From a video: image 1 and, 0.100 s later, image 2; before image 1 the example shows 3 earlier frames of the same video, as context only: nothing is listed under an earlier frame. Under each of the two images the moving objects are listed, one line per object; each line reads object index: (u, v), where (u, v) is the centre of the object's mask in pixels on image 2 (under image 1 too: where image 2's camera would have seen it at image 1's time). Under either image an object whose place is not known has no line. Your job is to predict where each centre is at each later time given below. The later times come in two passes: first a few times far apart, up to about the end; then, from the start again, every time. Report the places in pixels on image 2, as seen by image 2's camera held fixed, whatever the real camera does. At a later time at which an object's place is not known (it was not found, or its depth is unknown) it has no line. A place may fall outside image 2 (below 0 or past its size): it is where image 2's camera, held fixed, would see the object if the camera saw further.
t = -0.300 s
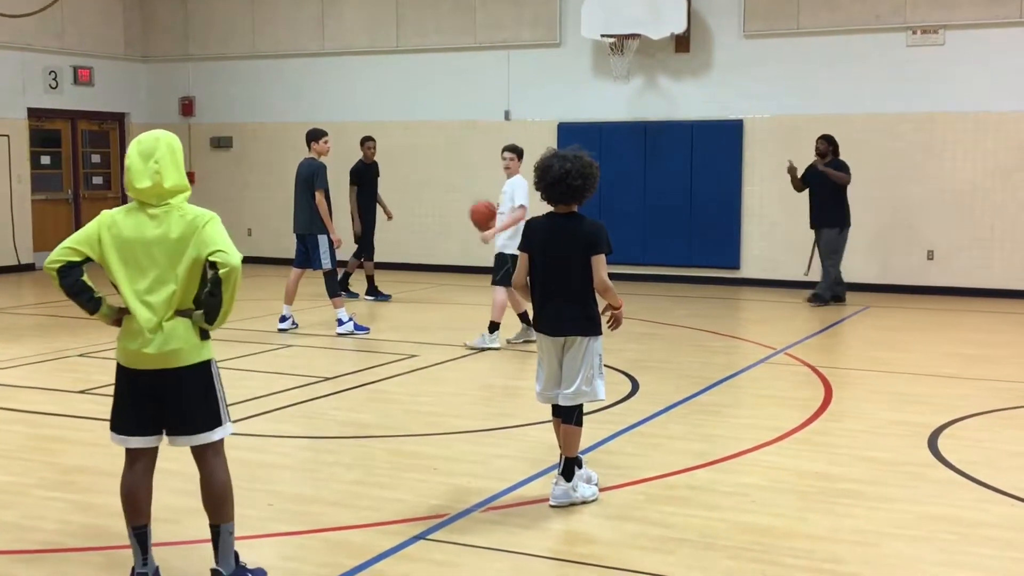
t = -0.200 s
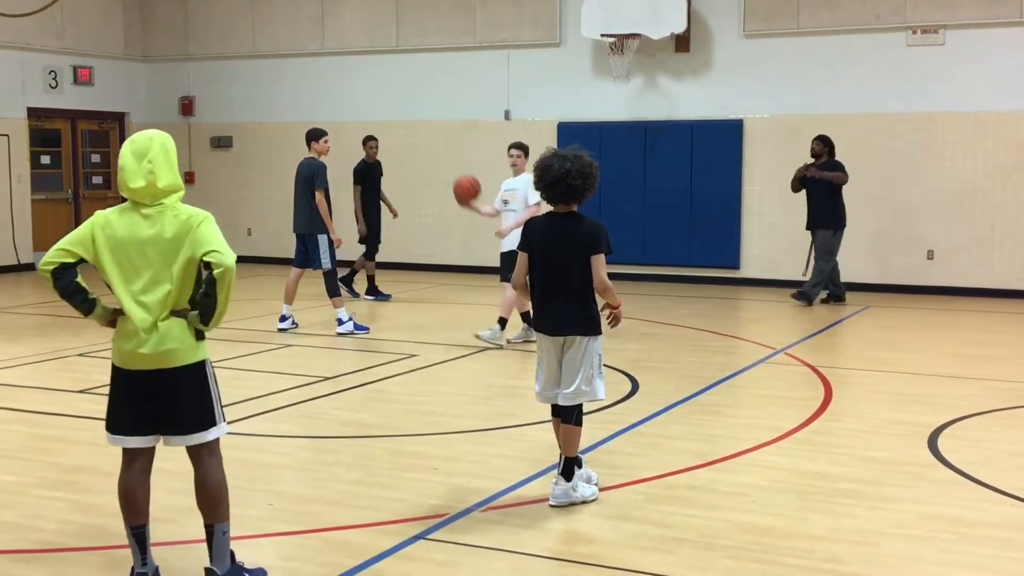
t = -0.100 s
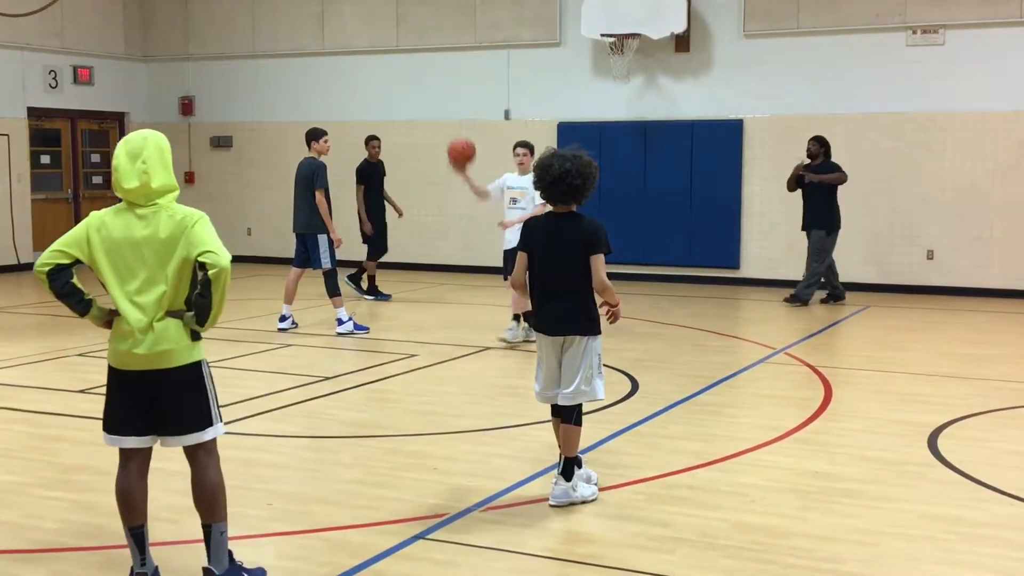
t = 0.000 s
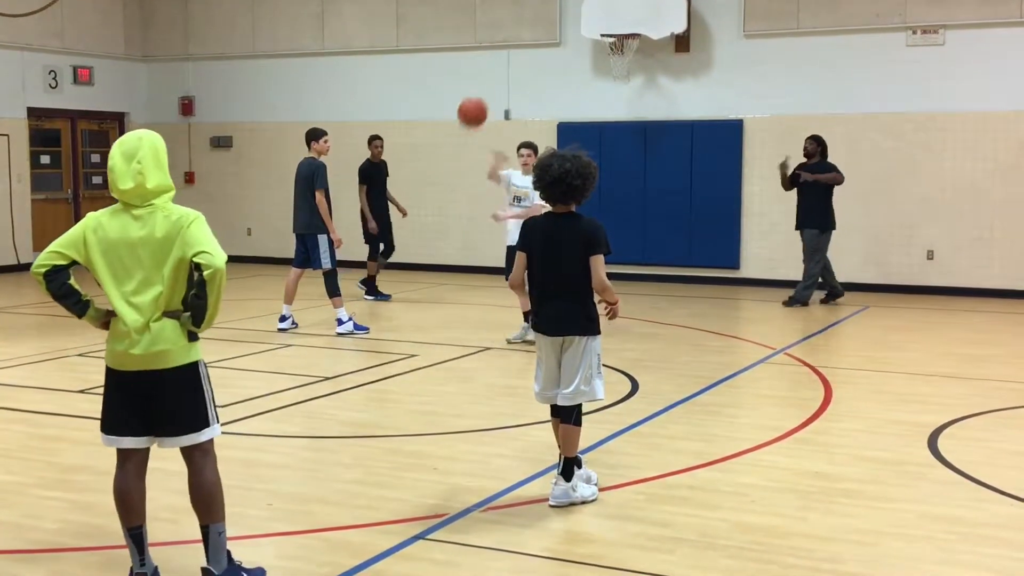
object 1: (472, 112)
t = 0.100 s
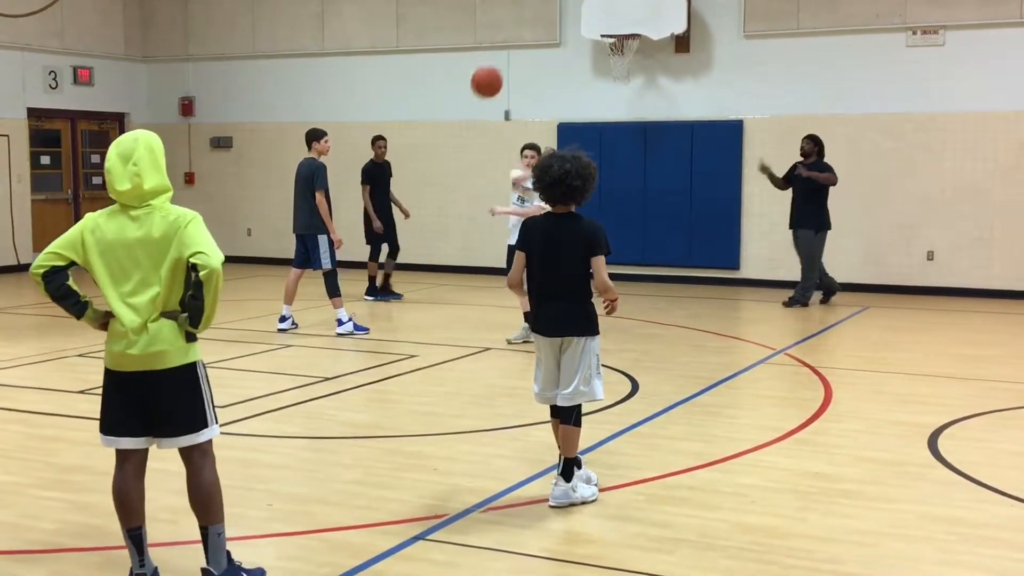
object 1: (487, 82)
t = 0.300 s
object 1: (519, 53)
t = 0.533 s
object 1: (565, 93)
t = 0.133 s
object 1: (492, 74)
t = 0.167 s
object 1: (497, 67)
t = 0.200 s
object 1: (502, 62)
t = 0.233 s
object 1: (508, 57)
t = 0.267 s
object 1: (513, 55)
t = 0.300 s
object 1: (519, 53)
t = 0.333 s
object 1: (525, 54)
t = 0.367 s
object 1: (531, 55)
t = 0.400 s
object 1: (538, 59)
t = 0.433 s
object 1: (544, 65)
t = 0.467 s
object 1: (551, 72)
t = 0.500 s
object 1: (557, 81)
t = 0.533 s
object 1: (565, 93)
